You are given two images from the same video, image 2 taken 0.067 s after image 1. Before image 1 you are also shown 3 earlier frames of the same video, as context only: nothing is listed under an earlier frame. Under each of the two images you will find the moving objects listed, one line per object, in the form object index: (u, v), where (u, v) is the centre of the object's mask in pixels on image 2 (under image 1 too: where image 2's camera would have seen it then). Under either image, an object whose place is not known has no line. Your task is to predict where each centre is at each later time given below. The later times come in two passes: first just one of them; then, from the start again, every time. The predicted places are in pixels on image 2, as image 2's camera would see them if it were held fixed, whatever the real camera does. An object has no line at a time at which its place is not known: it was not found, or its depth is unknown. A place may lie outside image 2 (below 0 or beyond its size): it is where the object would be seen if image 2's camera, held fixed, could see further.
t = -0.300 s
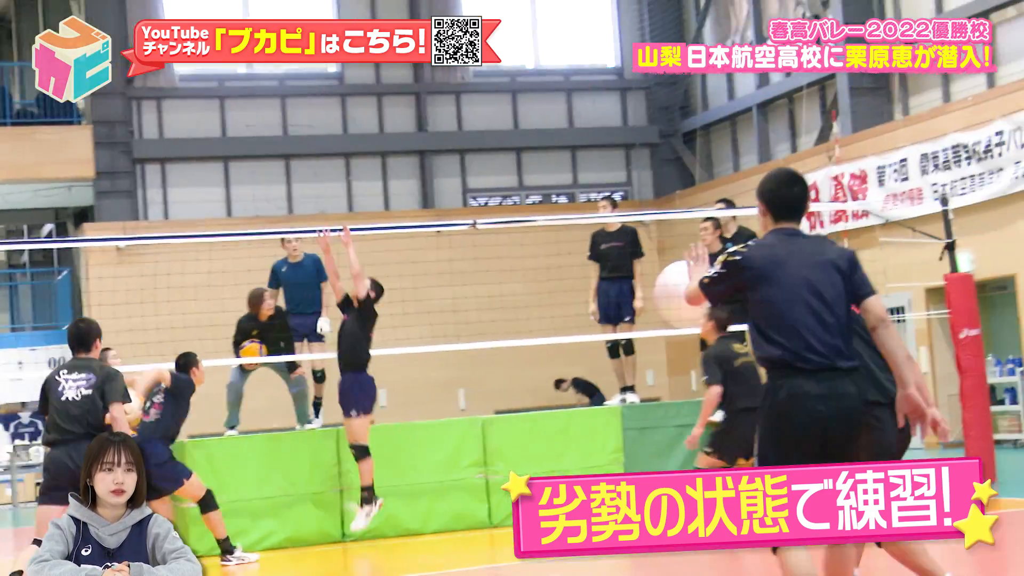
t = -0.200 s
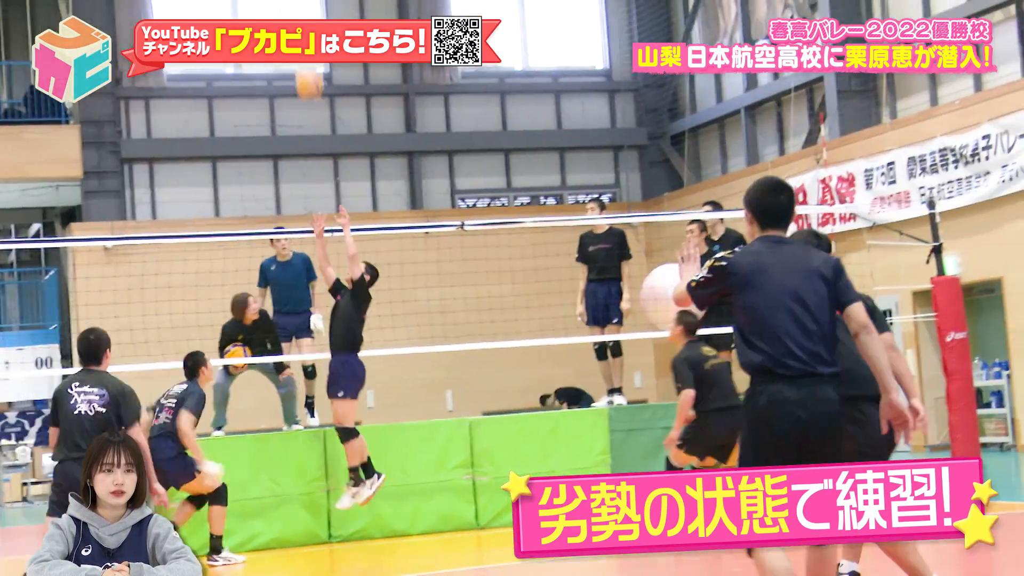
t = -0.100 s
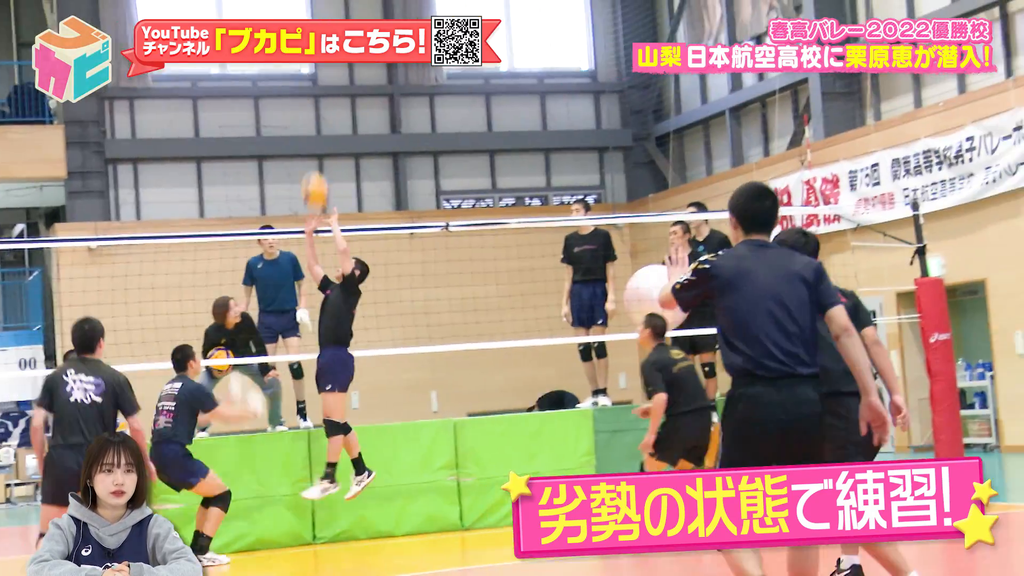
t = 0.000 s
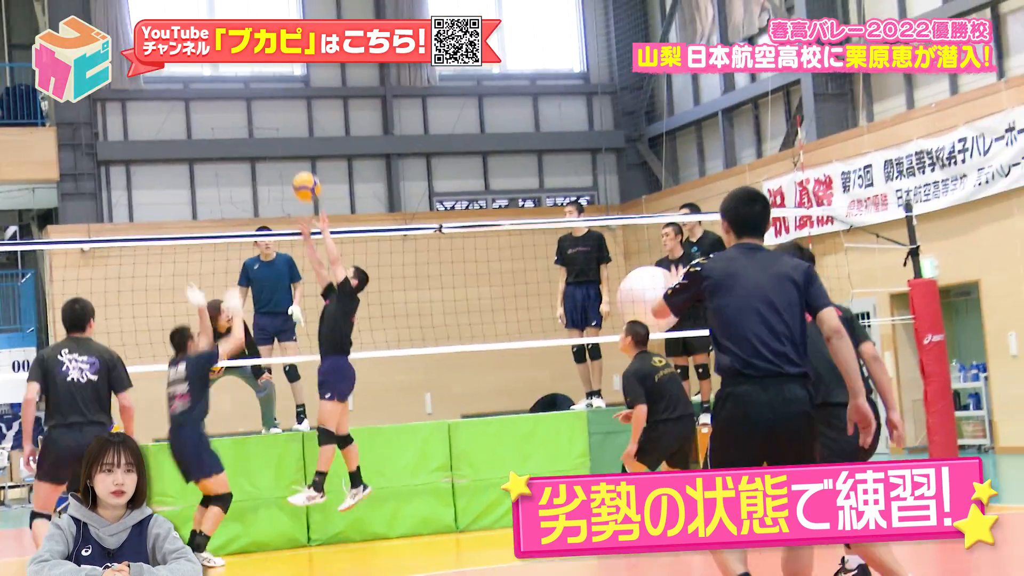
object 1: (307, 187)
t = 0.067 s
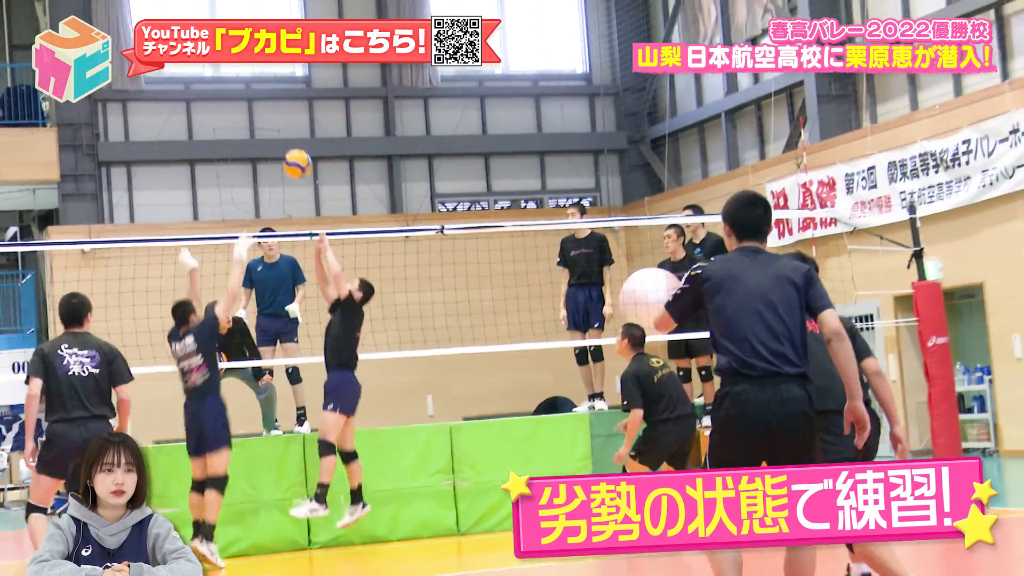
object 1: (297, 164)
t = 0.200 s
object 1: (278, 133)
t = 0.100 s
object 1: (292, 156)
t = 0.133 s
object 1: (287, 147)
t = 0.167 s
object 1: (282, 139)
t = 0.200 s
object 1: (278, 133)
